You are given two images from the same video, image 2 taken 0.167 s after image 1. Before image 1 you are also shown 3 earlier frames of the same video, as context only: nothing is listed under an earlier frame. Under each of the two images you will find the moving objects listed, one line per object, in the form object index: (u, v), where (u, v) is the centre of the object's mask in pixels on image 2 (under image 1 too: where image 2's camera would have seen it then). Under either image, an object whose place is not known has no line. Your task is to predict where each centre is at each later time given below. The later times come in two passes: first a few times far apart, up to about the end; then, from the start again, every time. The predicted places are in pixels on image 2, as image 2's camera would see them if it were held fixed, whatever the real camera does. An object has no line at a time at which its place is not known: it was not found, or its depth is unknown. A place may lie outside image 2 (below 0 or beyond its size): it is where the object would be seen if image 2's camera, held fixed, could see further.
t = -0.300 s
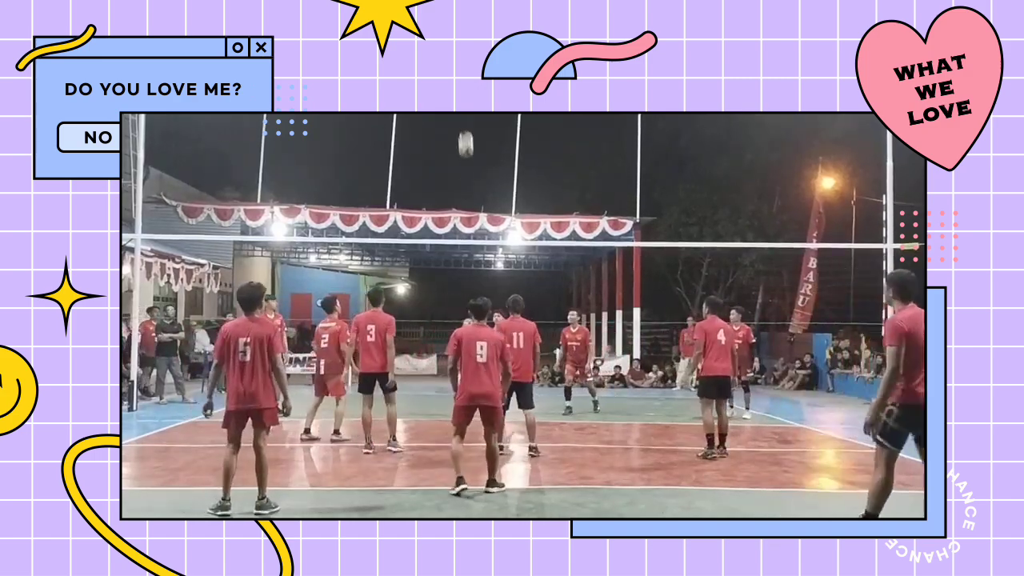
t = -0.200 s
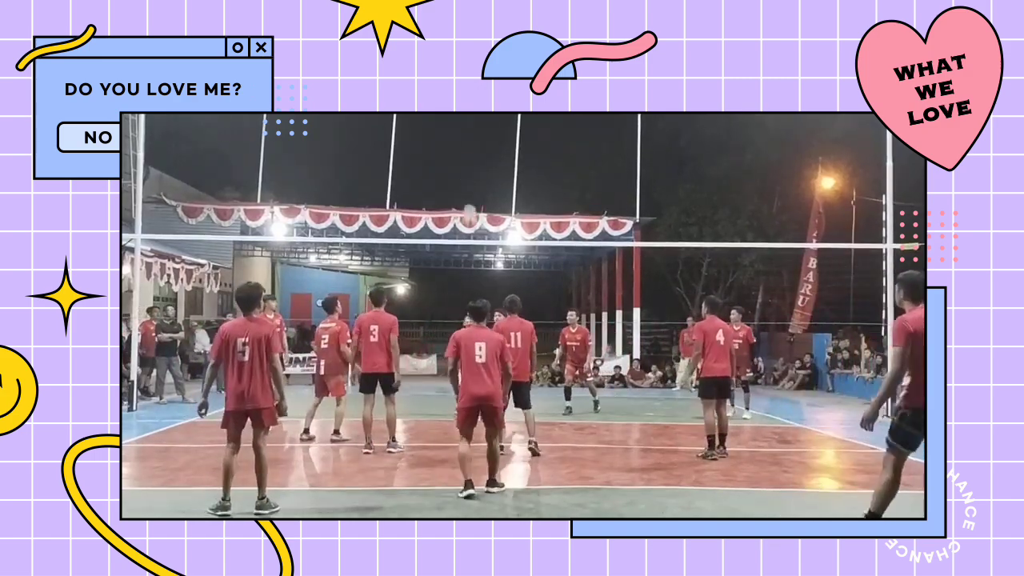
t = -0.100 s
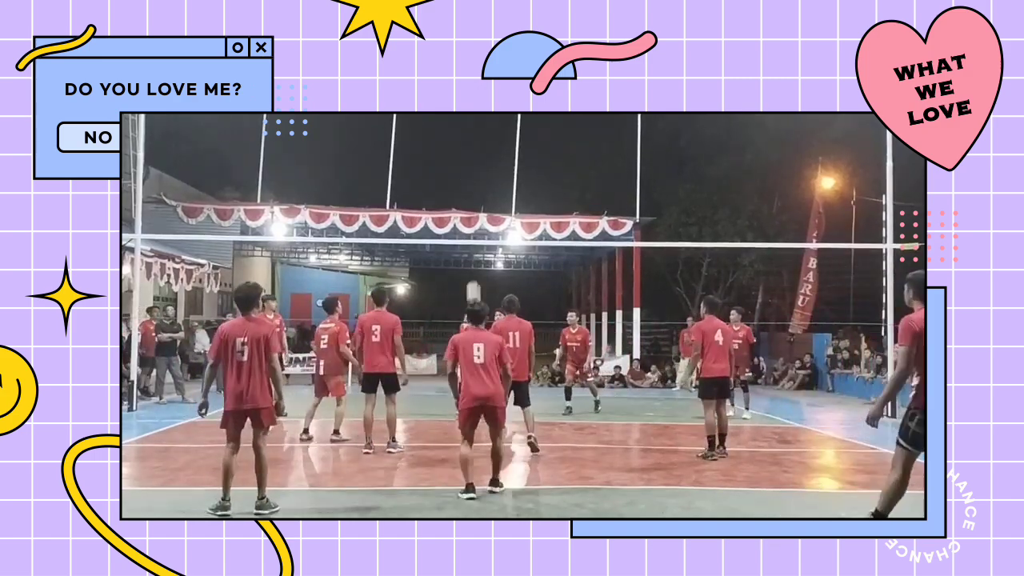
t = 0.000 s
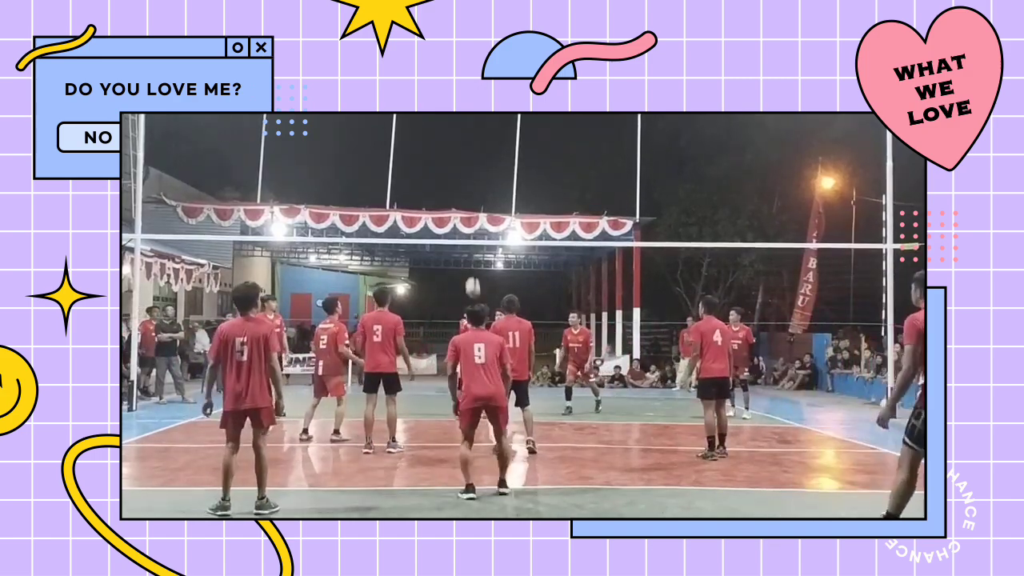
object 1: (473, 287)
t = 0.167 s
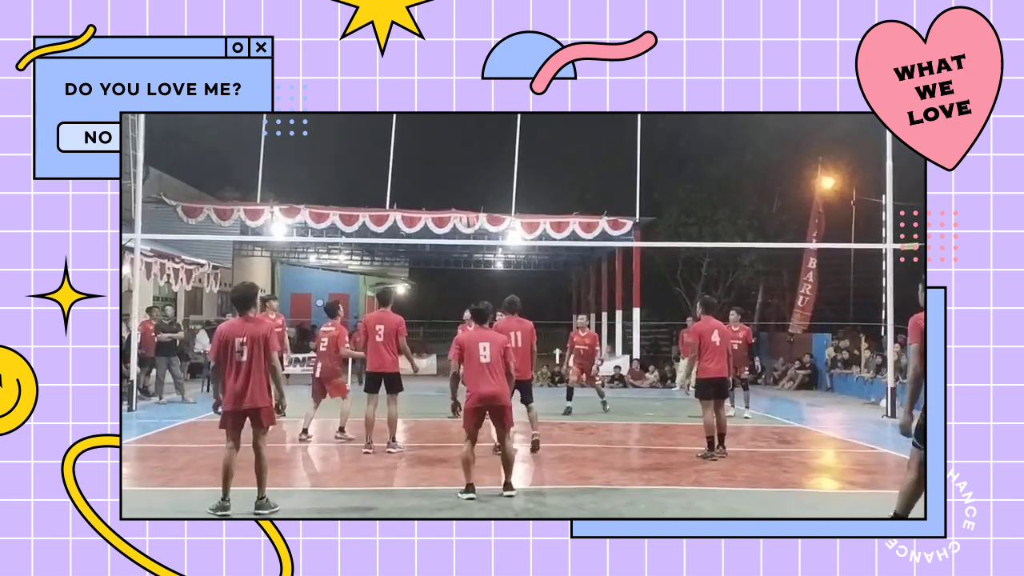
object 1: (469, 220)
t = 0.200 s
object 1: (468, 208)
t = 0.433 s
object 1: (461, 150)
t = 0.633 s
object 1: (455, 128)
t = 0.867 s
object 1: (449, 137)
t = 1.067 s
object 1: (443, 174)
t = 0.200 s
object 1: (468, 208)
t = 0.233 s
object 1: (467, 198)
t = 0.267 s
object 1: (466, 188)
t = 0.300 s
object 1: (465, 180)
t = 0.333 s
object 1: (464, 170)
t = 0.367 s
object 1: (463, 163)
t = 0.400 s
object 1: (462, 156)
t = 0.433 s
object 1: (461, 150)
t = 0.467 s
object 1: (460, 144)
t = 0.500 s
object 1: (459, 140)
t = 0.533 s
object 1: (458, 135)
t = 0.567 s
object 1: (457, 132)
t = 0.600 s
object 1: (456, 130)
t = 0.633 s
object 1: (455, 128)
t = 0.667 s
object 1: (454, 127)
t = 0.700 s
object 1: (453, 127)
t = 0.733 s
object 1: (452, 127)
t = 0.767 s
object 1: (452, 129)
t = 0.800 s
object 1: (451, 130)
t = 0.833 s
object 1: (450, 133)
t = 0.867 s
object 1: (449, 137)
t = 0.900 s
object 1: (448, 141)
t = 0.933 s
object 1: (447, 146)
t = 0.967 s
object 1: (446, 152)
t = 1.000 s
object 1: (445, 158)
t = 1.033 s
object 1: (444, 166)
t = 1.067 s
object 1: (443, 174)
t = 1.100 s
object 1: (442, 183)
